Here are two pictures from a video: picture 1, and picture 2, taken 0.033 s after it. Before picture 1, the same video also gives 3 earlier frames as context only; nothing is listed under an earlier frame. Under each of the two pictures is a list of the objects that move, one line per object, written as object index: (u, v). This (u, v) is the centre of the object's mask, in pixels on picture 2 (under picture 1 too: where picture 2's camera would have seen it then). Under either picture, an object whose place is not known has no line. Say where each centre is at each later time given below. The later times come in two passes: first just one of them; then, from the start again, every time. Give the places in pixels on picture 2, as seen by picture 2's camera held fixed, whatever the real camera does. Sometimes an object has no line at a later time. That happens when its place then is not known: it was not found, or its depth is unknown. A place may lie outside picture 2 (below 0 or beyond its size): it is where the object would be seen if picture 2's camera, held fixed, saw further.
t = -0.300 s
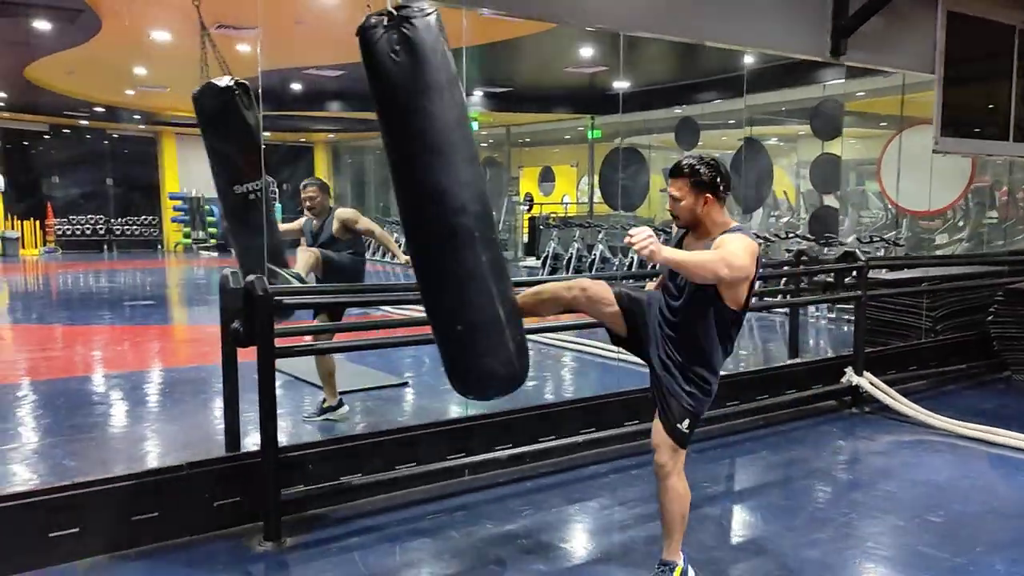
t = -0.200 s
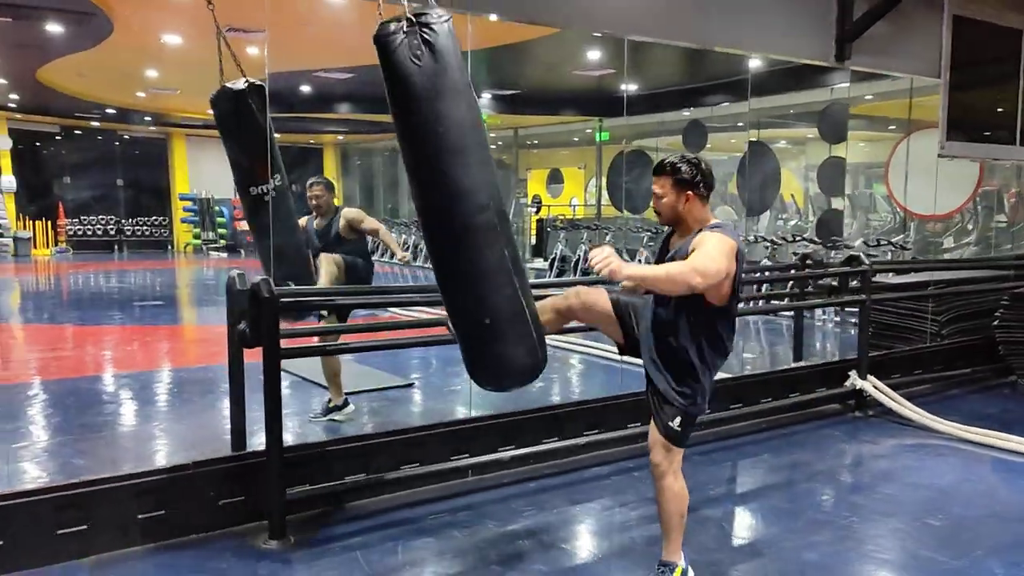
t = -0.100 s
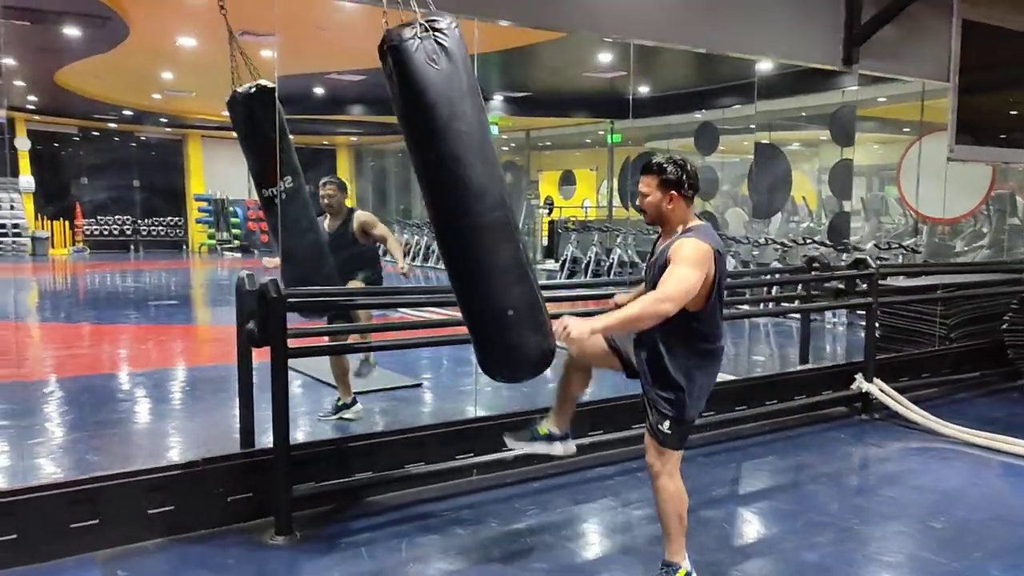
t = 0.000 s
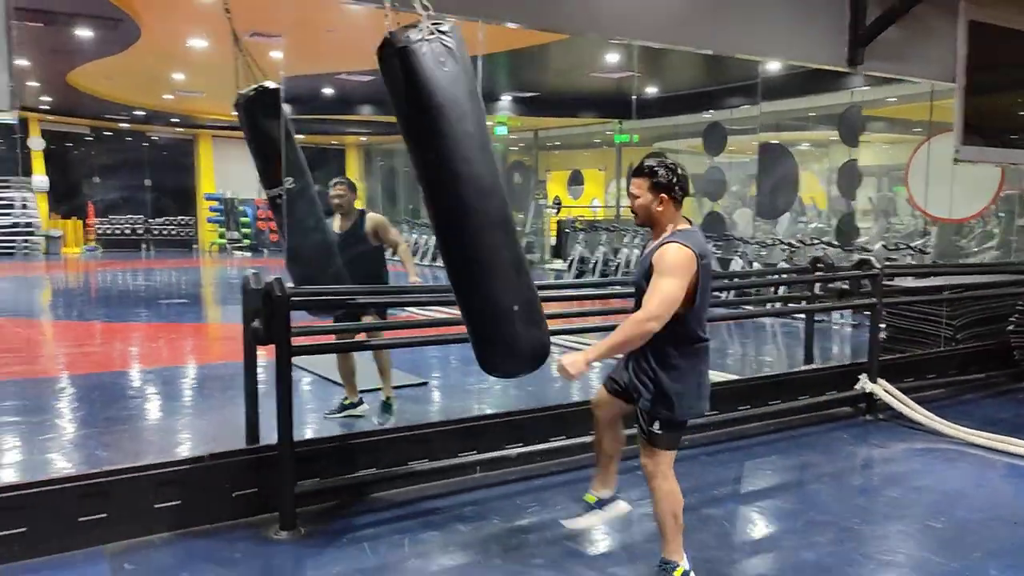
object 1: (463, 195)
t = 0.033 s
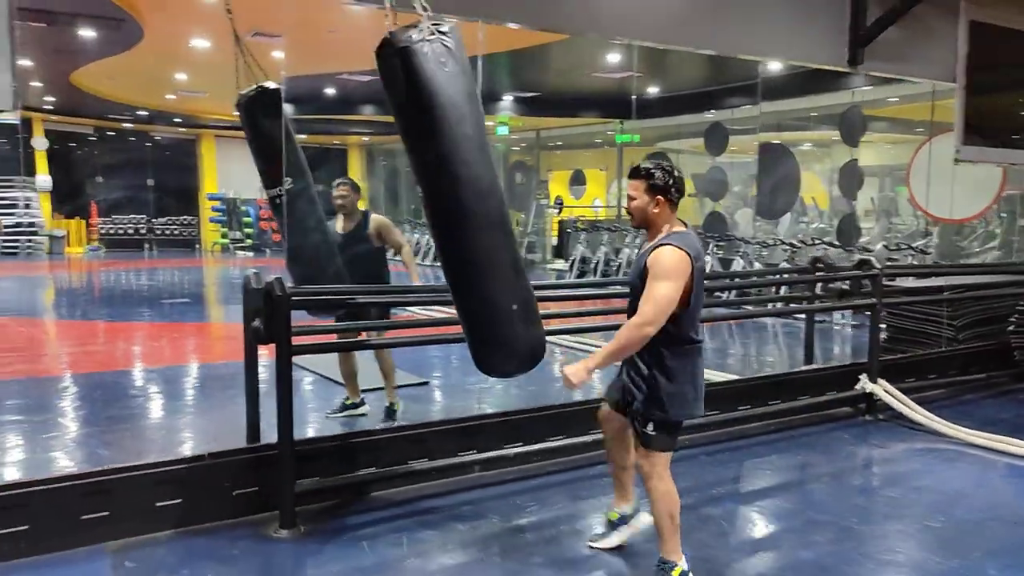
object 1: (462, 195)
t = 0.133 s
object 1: (453, 198)
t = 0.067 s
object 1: (460, 195)
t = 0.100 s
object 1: (457, 196)
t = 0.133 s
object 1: (453, 198)
